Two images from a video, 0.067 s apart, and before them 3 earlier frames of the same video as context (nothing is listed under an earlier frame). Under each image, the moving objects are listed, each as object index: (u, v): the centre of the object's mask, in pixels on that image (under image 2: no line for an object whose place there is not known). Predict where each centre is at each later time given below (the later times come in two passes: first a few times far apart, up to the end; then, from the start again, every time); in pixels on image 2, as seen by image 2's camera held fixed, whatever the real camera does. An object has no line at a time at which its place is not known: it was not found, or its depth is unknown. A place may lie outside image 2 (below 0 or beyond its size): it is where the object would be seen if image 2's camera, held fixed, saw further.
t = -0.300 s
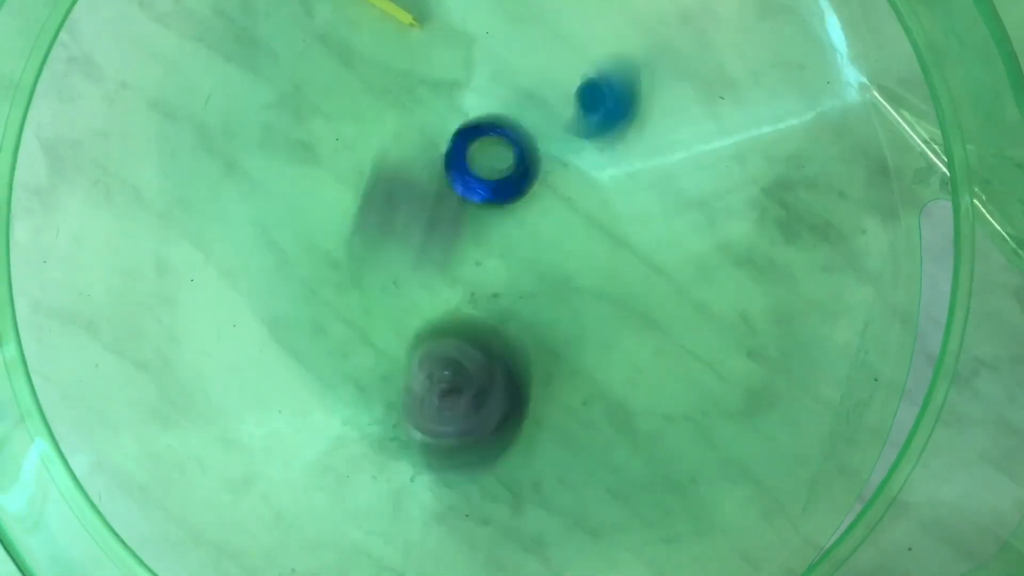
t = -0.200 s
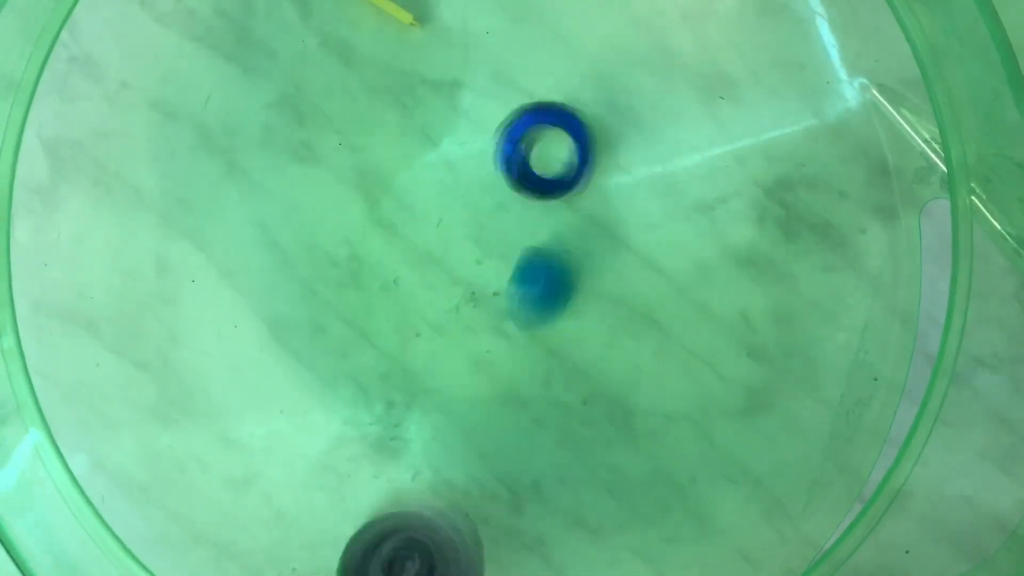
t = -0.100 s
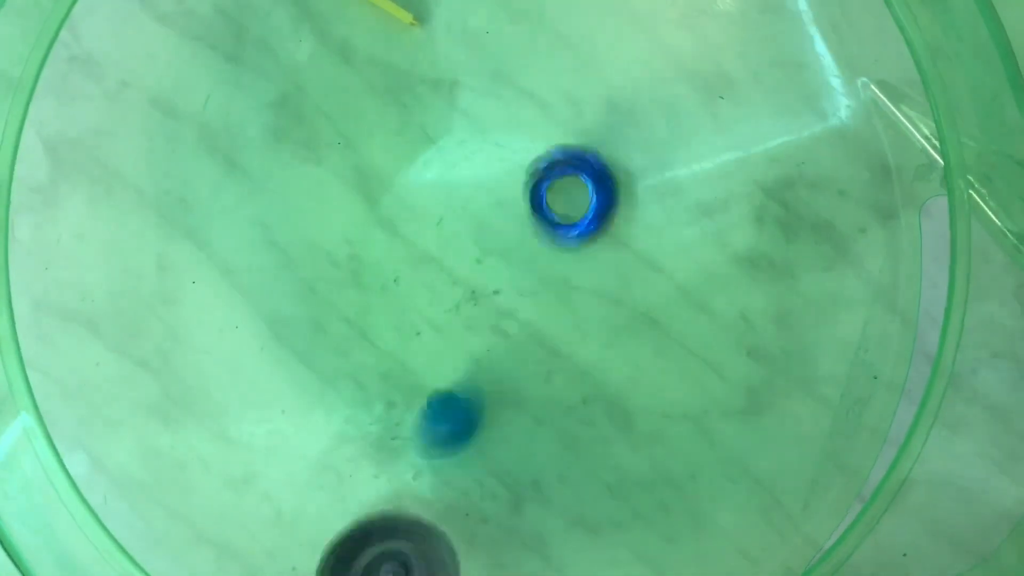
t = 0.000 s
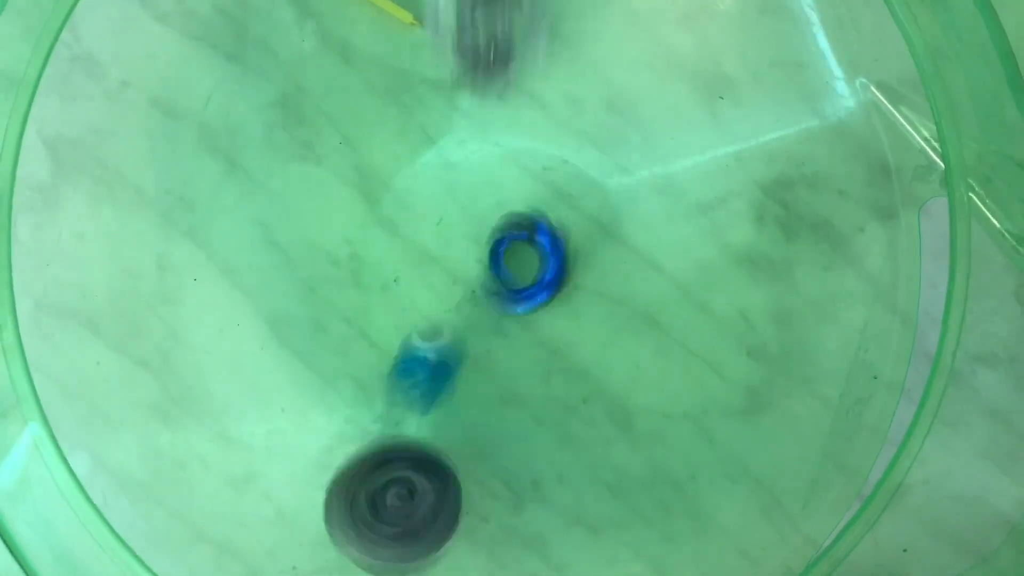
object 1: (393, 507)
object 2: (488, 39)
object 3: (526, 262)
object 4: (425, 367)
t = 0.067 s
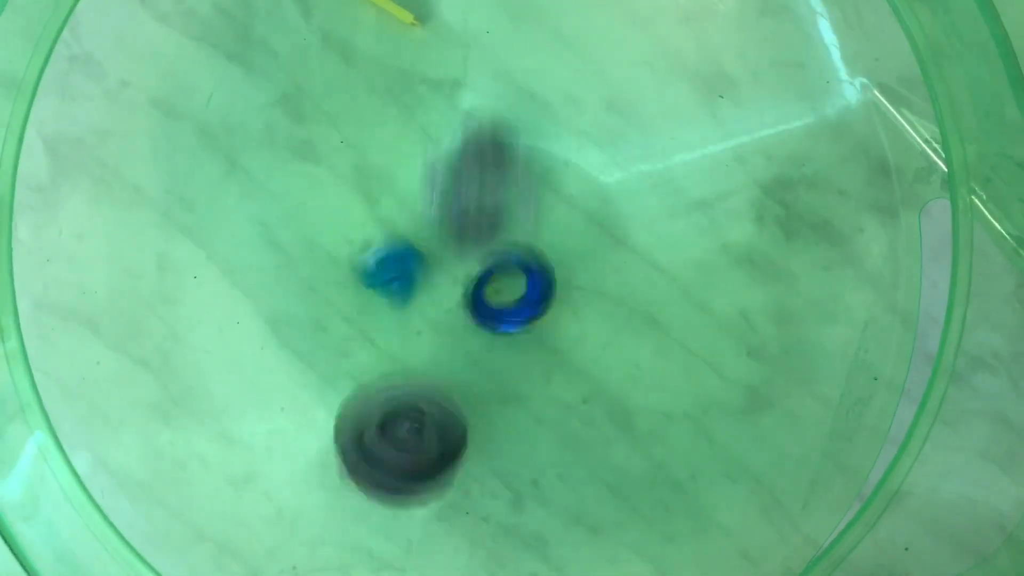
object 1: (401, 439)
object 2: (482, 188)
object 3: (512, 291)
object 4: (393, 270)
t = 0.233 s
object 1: (355, 310)
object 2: (475, 192)
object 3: (548, 446)
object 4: (280, 143)
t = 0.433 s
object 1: (346, 250)
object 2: (488, 175)
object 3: (506, 399)
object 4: (396, 113)
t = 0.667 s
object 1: (405, 220)
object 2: (515, 186)
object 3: (472, 317)
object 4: (533, 93)
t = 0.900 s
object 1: (420, 209)
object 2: (524, 208)
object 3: (473, 306)
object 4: (511, 128)
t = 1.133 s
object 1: (400, 234)
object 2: (517, 210)
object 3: (470, 306)
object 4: (497, 134)
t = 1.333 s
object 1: (370, 250)
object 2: (518, 210)
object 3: (469, 304)
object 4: (490, 135)
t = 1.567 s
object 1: (382, 258)
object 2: (517, 209)
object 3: (471, 305)
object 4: (488, 134)
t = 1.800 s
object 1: (400, 267)
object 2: (518, 209)
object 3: (487, 316)
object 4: (488, 134)
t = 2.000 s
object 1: (405, 264)
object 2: (517, 209)
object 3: (480, 325)
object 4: (486, 135)
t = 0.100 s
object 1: (402, 402)
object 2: (464, 230)
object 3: (505, 326)
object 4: (351, 235)
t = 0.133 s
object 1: (401, 362)
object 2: (446, 250)
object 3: (518, 364)
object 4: (320, 206)
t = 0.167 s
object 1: (389, 335)
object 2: (444, 245)
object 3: (535, 407)
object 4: (297, 177)
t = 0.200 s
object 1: (367, 323)
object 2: (462, 216)
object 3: (548, 427)
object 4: (280, 157)
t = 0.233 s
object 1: (355, 310)
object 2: (475, 192)
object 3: (548, 446)
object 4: (280, 143)
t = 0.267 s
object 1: (345, 297)
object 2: (483, 178)
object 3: (546, 449)
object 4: (283, 139)
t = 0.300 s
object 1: (337, 284)
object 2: (488, 170)
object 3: (541, 450)
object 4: (296, 145)
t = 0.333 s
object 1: (335, 272)
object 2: (489, 171)
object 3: (532, 444)
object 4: (317, 152)
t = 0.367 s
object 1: (336, 261)
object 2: (489, 173)
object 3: (522, 431)
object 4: (337, 168)
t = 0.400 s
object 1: (339, 256)
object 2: (489, 174)
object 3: (517, 417)
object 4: (363, 144)
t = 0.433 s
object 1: (346, 250)
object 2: (488, 175)
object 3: (506, 399)
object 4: (396, 113)
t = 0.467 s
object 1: (354, 248)
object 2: (487, 177)
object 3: (495, 379)
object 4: (424, 97)
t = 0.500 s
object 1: (365, 242)
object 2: (485, 179)
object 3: (488, 363)
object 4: (453, 89)
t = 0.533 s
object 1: (377, 236)
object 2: (486, 178)
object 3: (480, 348)
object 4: (481, 84)
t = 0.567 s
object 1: (391, 233)
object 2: (488, 179)
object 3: (475, 331)
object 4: (500, 85)
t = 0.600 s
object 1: (394, 231)
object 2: (499, 179)
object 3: (471, 323)
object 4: (513, 88)
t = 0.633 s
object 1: (399, 231)
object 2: (511, 182)
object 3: (467, 314)
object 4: (523, 88)
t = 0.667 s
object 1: (405, 220)
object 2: (515, 186)
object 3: (472, 317)
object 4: (533, 93)
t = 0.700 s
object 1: (414, 215)
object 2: (518, 188)
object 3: (470, 316)
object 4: (541, 102)
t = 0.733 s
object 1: (424, 208)
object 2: (522, 191)
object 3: (472, 312)
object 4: (544, 107)
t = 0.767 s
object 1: (426, 208)
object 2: (524, 194)
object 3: (471, 311)
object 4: (541, 113)
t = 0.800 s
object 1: (425, 204)
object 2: (526, 202)
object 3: (473, 307)
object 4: (535, 120)
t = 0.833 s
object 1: (423, 205)
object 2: (527, 205)
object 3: (474, 306)
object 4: (527, 121)
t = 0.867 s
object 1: (424, 205)
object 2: (526, 207)
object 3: (474, 305)
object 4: (518, 124)
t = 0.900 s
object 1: (420, 209)
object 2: (524, 208)
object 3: (473, 306)
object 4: (511, 128)
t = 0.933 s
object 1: (418, 207)
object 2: (523, 210)
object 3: (472, 305)
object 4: (504, 132)
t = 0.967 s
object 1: (416, 213)
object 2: (522, 210)
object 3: (470, 305)
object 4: (498, 134)
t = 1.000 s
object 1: (414, 214)
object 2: (522, 211)
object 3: (470, 305)
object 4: (493, 135)
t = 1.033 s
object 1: (412, 221)
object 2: (520, 211)
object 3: (470, 306)
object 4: (492, 136)
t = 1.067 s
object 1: (409, 224)
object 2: (519, 211)
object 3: (470, 306)
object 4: (492, 135)
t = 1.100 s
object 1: (405, 231)
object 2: (518, 211)
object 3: (470, 306)
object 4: (495, 135)
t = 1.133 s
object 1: (400, 234)
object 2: (517, 210)
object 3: (470, 306)
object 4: (497, 134)
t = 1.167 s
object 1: (396, 240)
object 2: (518, 209)
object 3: (470, 305)
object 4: (499, 133)
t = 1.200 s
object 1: (389, 242)
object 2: (518, 209)
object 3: (470, 305)
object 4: (500, 133)
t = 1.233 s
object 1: (386, 245)
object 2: (518, 209)
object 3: (470, 305)
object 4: (498, 133)
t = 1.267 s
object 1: (378, 248)
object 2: (518, 209)
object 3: (469, 304)
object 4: (496, 134)
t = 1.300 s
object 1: (376, 249)
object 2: (518, 209)
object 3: (469, 304)
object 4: (493, 135)
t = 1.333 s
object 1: (370, 250)
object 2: (518, 210)
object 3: (469, 304)
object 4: (490, 135)
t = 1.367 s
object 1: (370, 249)
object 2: (518, 209)
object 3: (469, 304)
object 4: (490, 135)
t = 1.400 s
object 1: (369, 249)
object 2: (518, 210)
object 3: (469, 304)
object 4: (490, 134)
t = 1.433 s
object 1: (374, 250)
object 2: (517, 209)
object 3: (469, 304)
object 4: (489, 134)
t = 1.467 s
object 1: (375, 255)
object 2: (517, 209)
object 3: (470, 304)
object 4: (488, 134)
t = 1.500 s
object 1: (378, 255)
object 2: (517, 209)
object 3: (470, 305)
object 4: (488, 135)
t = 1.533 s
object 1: (378, 259)
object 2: (517, 210)
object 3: (471, 305)
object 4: (488, 135)
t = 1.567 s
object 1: (382, 258)
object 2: (517, 209)
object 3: (471, 305)
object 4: (488, 134)
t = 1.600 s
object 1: (381, 262)
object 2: (517, 209)
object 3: (471, 305)
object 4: (488, 134)
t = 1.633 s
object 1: (384, 261)
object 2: (518, 209)
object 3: (471, 305)
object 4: (488, 135)
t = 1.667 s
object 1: (387, 264)
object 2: (518, 209)
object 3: (473, 306)
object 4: (488, 135)
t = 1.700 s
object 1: (389, 263)
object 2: (518, 209)
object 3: (473, 306)
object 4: (488, 135)
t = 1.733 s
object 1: (395, 266)
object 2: (518, 209)
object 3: (488, 314)
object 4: (488, 135)
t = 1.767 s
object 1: (395, 266)
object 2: (518, 209)
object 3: (488, 313)
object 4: (488, 134)
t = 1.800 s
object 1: (400, 267)
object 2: (518, 209)
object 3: (487, 316)
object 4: (488, 134)
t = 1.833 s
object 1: (403, 266)
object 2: (518, 209)
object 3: (482, 323)
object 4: (488, 135)
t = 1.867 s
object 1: (407, 267)
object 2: (517, 209)
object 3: (481, 324)
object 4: (487, 135)
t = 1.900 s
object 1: (404, 268)
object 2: (517, 209)
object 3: (480, 324)
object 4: (486, 135)
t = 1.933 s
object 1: (406, 264)
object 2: (517, 209)
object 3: (480, 324)
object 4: (486, 135)
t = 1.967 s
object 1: (404, 266)
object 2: (517, 209)
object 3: (481, 324)
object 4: (486, 136)
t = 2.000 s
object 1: (405, 264)
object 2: (517, 209)
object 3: (480, 325)
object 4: (486, 135)
